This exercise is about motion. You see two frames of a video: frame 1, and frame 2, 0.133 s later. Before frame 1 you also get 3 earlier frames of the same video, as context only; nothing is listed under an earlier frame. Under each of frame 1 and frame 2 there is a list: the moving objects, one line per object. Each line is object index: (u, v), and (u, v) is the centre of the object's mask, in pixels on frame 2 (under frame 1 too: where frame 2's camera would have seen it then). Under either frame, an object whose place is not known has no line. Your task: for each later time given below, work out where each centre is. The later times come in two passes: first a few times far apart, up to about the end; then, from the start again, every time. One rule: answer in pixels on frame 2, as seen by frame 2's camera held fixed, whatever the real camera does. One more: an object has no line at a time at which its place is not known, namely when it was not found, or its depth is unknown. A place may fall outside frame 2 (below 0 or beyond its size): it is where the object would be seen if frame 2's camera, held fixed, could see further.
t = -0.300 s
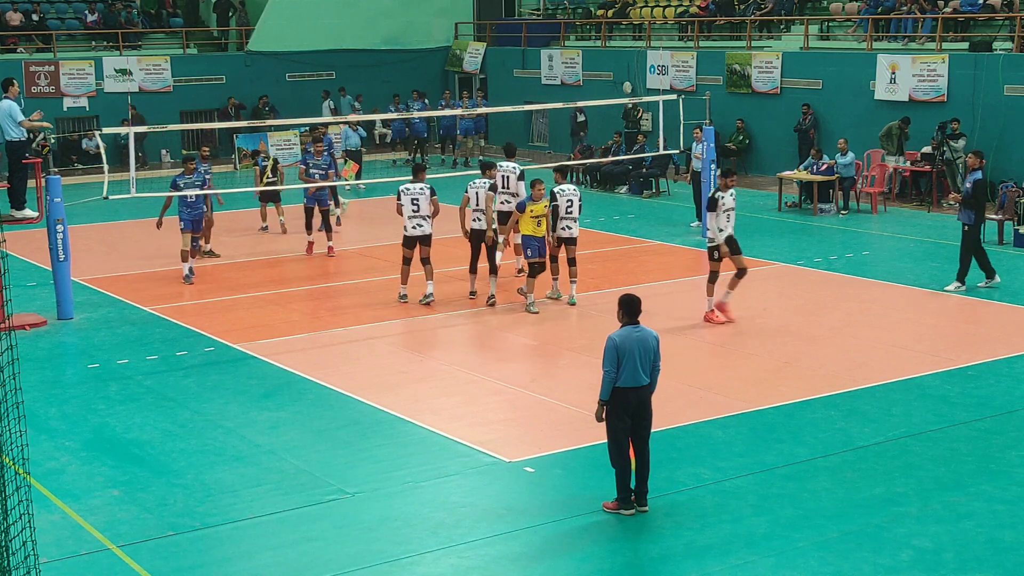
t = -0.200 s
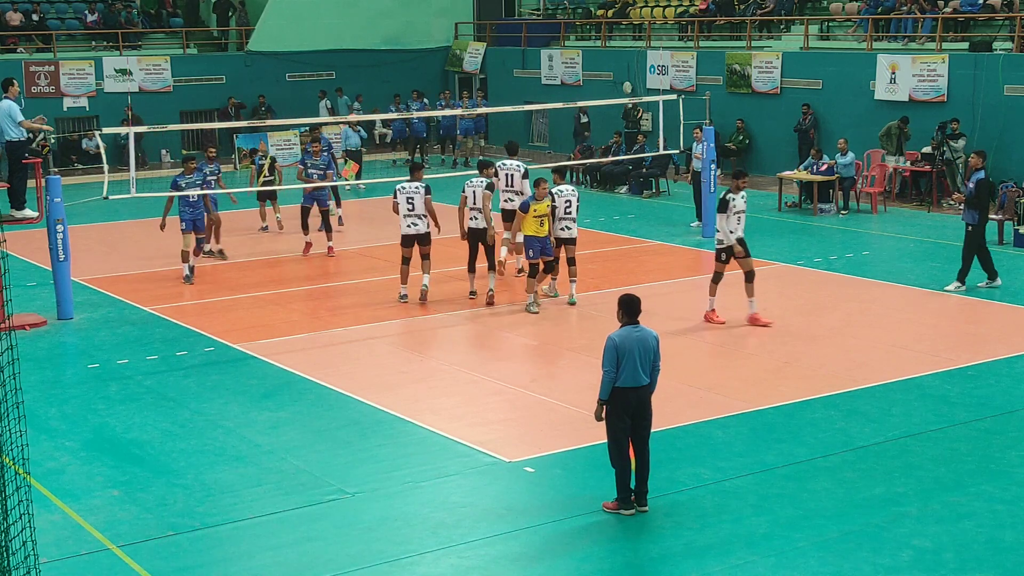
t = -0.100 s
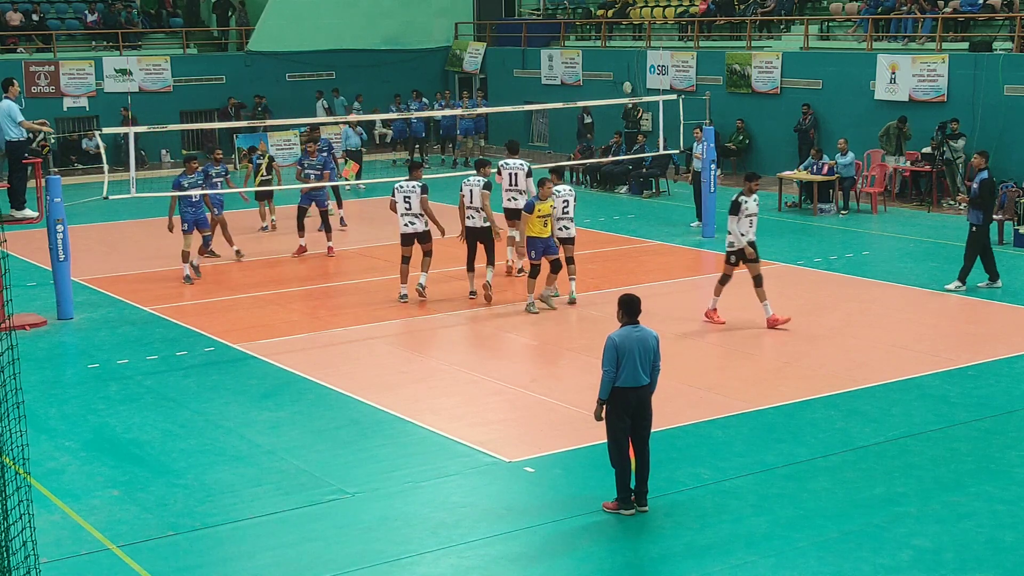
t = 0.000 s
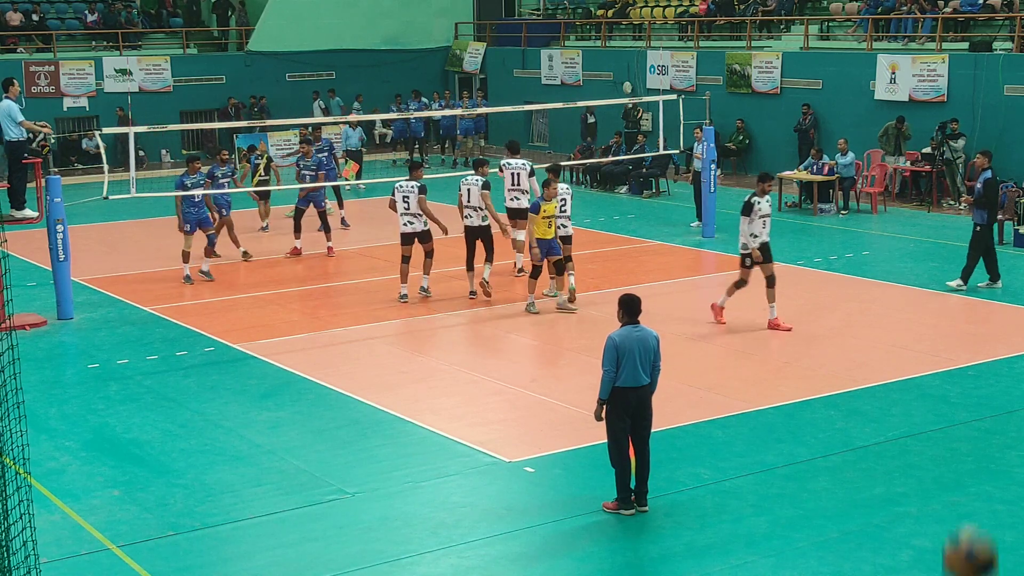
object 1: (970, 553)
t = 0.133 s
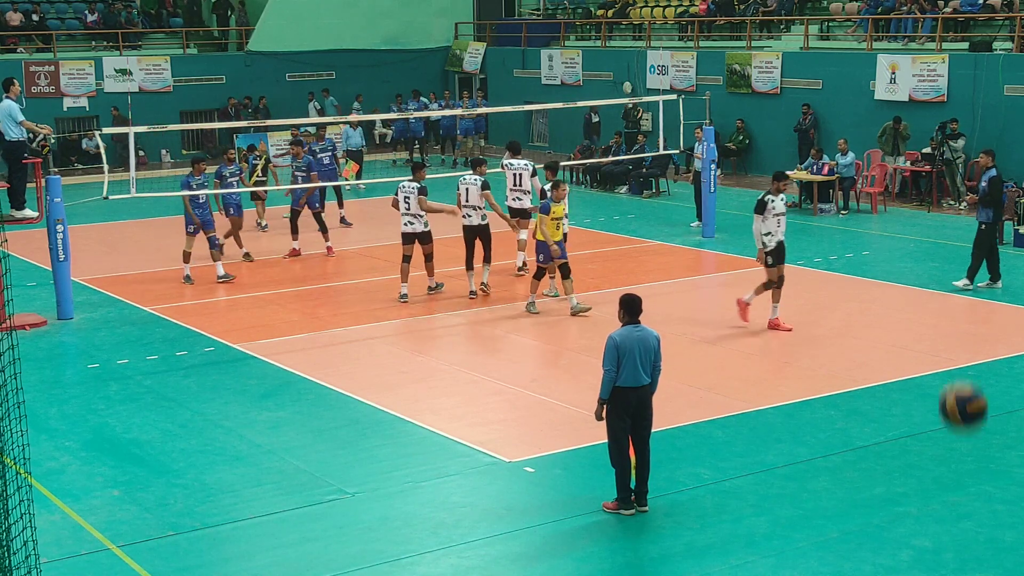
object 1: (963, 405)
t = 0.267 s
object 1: (957, 322)
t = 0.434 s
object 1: (949, 278)
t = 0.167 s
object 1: (961, 380)
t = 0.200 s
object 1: (959, 355)
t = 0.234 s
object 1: (959, 338)
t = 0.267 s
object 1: (957, 322)
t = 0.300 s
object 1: (956, 307)
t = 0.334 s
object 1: (954, 297)
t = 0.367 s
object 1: (953, 289)
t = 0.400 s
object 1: (951, 282)
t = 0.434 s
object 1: (949, 278)
